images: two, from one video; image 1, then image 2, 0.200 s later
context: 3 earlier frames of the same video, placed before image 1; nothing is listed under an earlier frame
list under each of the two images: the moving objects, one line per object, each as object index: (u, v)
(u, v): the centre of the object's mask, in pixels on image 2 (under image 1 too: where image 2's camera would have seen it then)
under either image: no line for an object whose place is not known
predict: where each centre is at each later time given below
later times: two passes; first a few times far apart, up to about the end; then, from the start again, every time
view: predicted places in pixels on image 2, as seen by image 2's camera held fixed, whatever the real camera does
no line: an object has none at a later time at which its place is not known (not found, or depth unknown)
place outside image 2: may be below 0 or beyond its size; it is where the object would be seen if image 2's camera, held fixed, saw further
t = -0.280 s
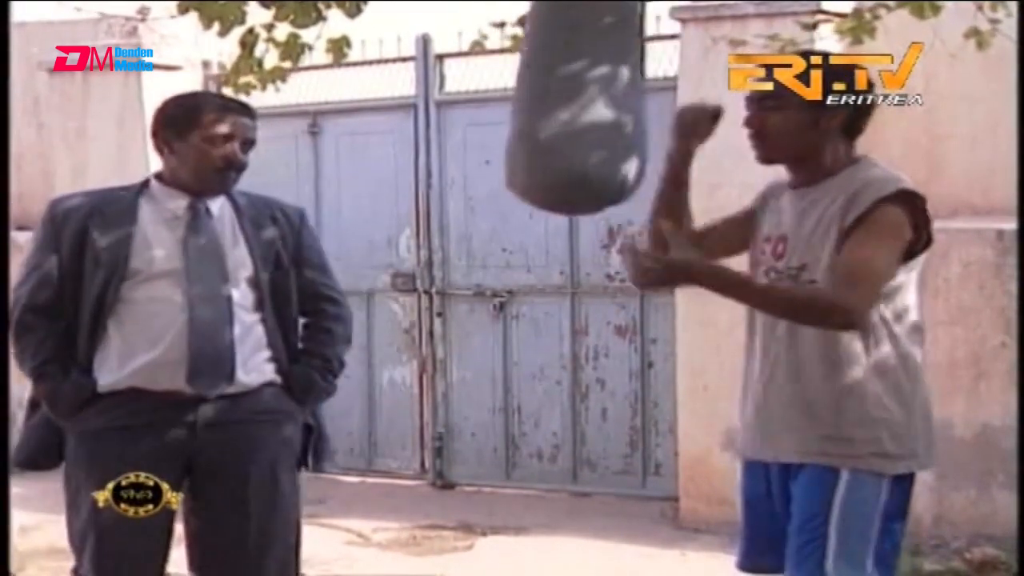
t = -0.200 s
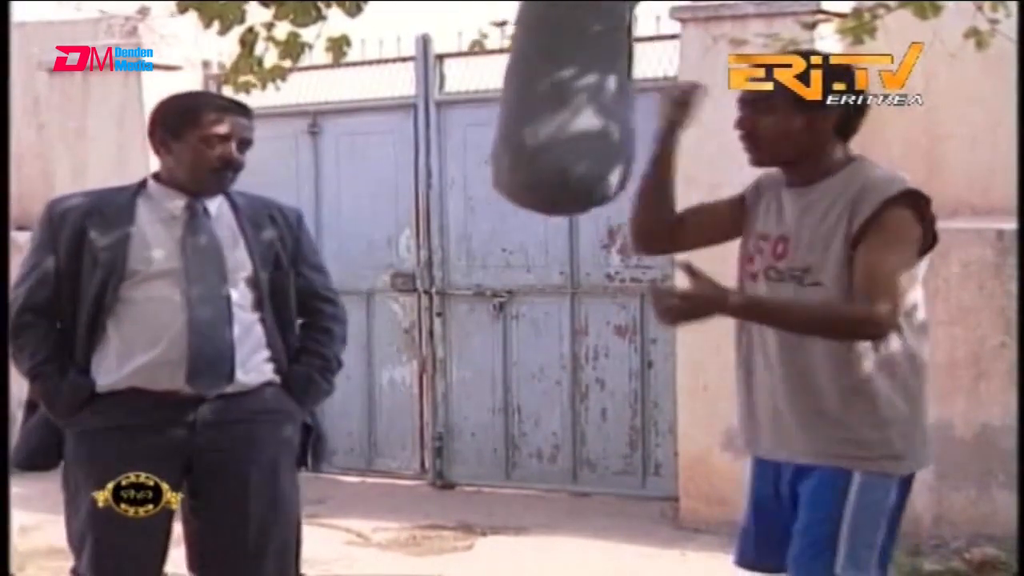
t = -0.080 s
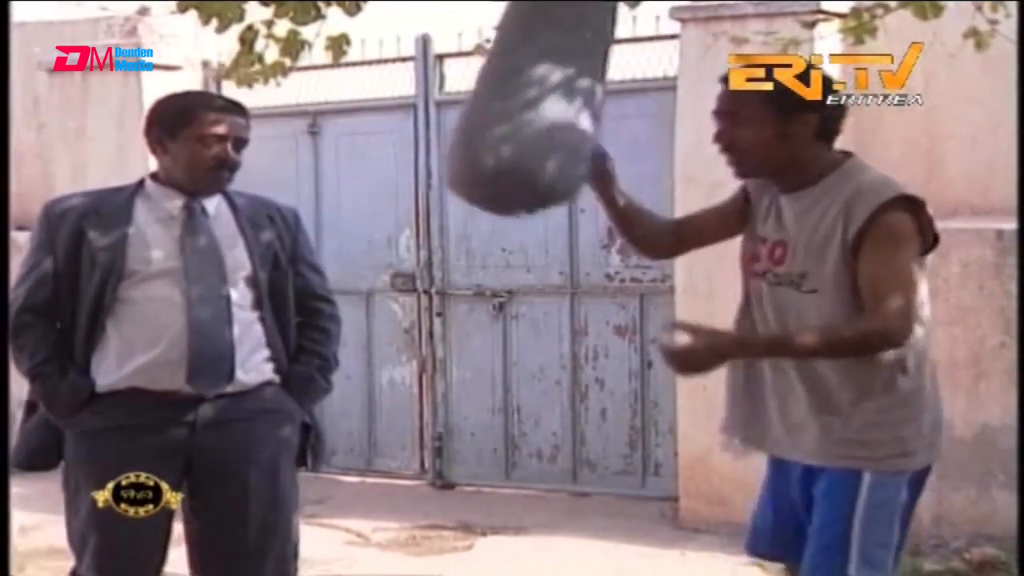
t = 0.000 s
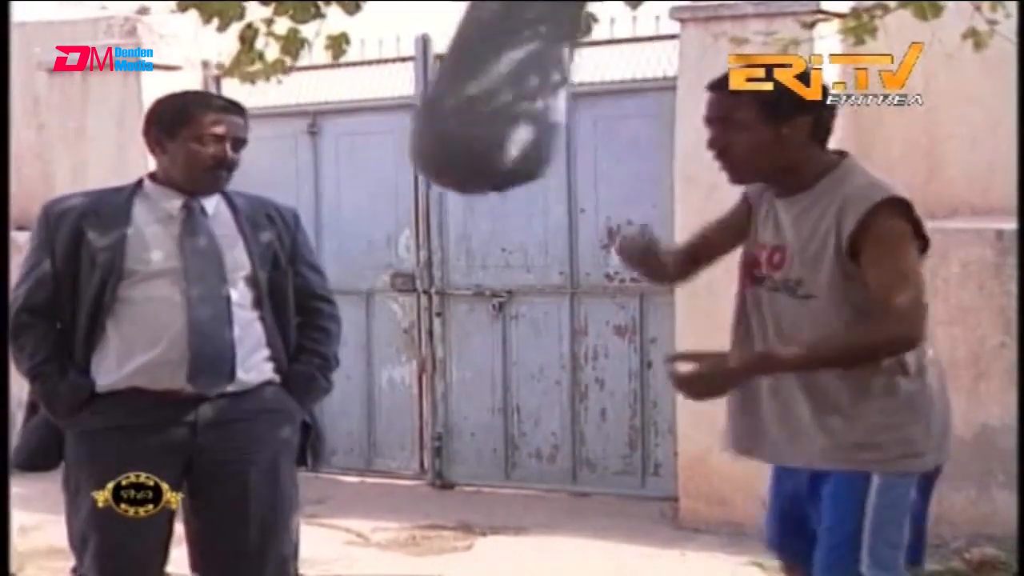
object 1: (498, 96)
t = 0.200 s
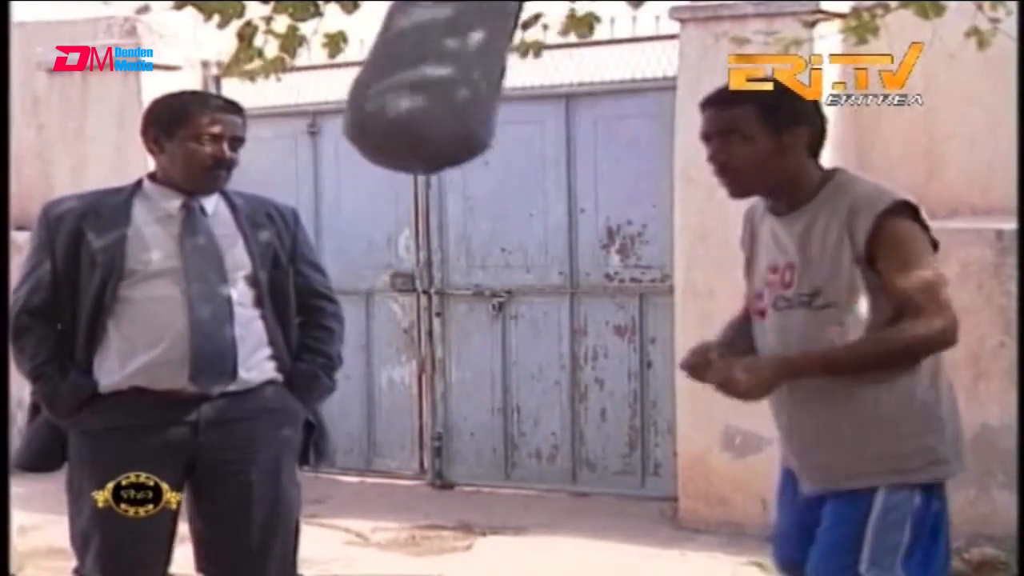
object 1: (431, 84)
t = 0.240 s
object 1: (423, 81)
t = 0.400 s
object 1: (421, 82)
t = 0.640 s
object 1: (492, 102)
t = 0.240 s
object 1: (423, 81)
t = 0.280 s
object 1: (418, 80)
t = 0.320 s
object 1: (416, 79)
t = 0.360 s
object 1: (416, 79)
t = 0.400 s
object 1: (421, 82)
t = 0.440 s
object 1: (427, 86)
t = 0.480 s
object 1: (437, 89)
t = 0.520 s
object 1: (448, 92)
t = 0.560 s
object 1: (462, 95)
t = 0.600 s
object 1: (476, 99)
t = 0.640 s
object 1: (492, 102)
